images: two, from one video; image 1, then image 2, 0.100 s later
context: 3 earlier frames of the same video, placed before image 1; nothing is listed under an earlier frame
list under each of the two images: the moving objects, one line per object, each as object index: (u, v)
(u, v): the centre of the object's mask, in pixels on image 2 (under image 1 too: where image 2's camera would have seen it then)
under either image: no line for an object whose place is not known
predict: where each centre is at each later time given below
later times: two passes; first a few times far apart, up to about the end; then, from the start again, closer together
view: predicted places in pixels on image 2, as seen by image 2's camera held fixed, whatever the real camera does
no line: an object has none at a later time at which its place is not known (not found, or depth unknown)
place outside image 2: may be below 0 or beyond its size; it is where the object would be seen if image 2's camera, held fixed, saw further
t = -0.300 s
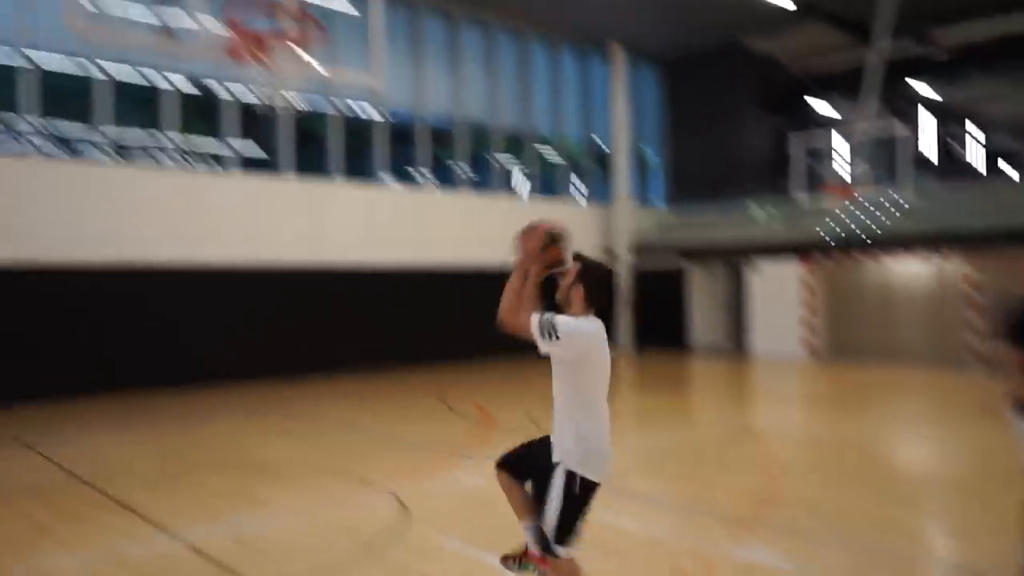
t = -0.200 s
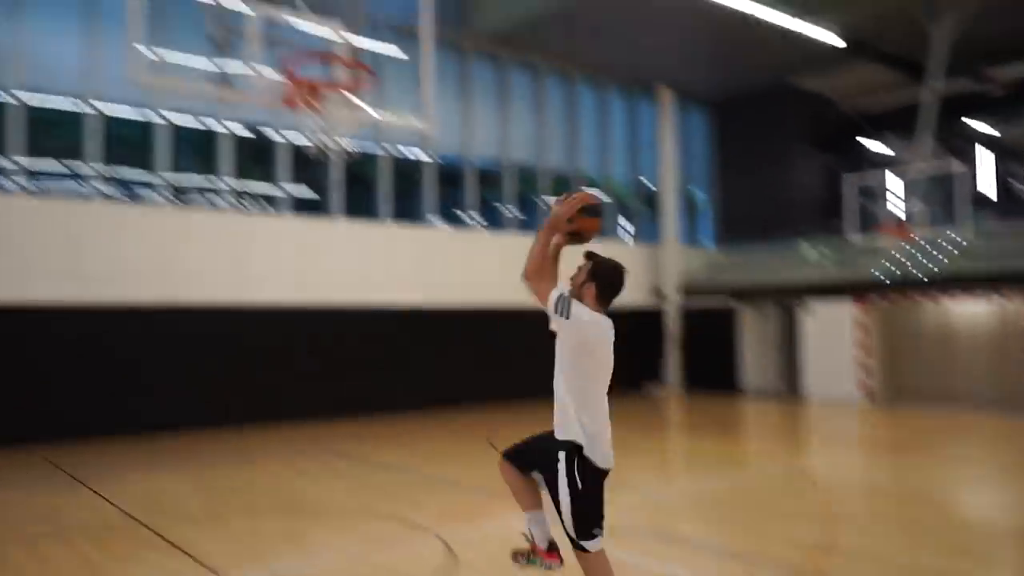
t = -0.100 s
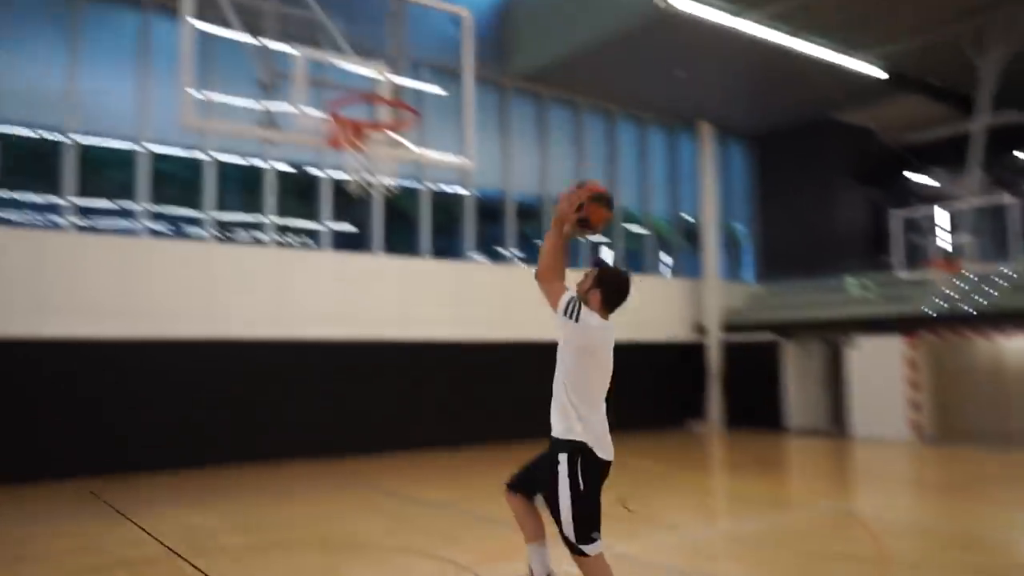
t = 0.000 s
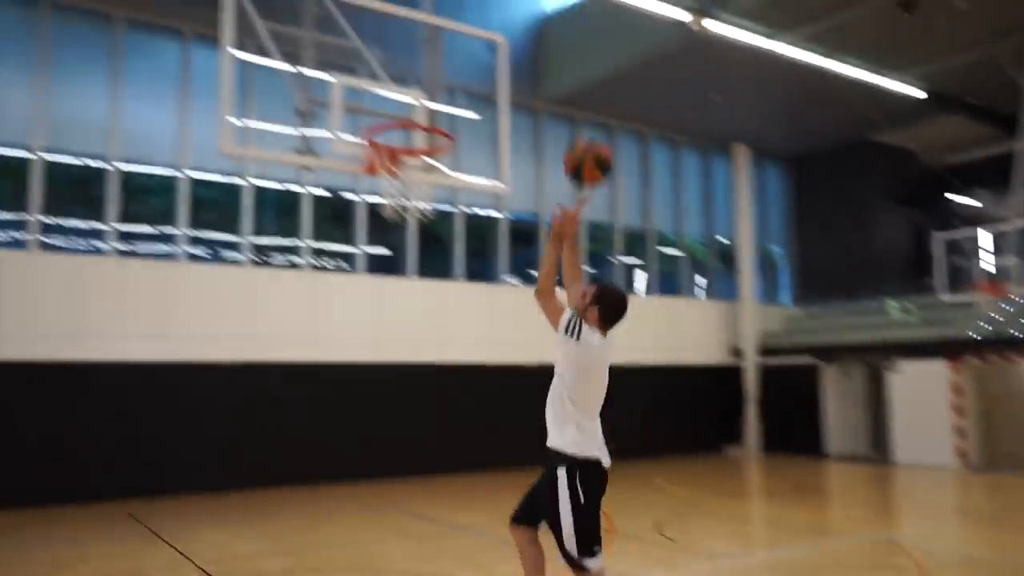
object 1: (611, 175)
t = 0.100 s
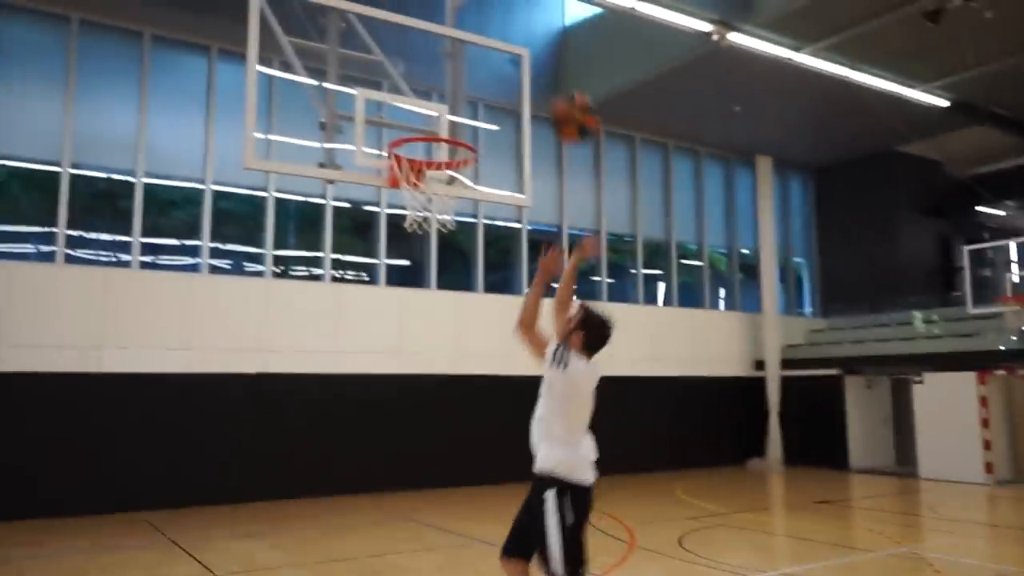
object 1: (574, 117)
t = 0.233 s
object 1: (532, 74)
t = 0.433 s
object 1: (472, 69)
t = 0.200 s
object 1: (542, 82)
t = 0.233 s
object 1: (532, 74)
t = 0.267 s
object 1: (521, 68)
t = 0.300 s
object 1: (511, 64)
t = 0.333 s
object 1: (501, 63)
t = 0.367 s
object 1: (490, 63)
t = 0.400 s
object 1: (482, 65)
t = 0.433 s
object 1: (472, 69)
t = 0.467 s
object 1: (463, 74)
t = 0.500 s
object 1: (453, 82)
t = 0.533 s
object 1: (445, 90)
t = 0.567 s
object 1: (435, 103)
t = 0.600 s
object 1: (426, 115)
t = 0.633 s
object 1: (417, 124)
